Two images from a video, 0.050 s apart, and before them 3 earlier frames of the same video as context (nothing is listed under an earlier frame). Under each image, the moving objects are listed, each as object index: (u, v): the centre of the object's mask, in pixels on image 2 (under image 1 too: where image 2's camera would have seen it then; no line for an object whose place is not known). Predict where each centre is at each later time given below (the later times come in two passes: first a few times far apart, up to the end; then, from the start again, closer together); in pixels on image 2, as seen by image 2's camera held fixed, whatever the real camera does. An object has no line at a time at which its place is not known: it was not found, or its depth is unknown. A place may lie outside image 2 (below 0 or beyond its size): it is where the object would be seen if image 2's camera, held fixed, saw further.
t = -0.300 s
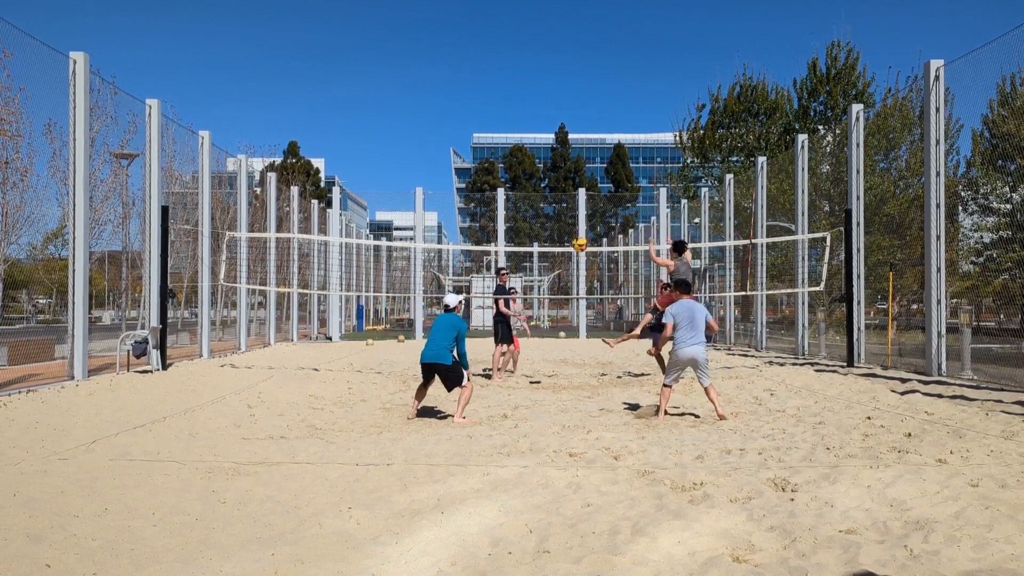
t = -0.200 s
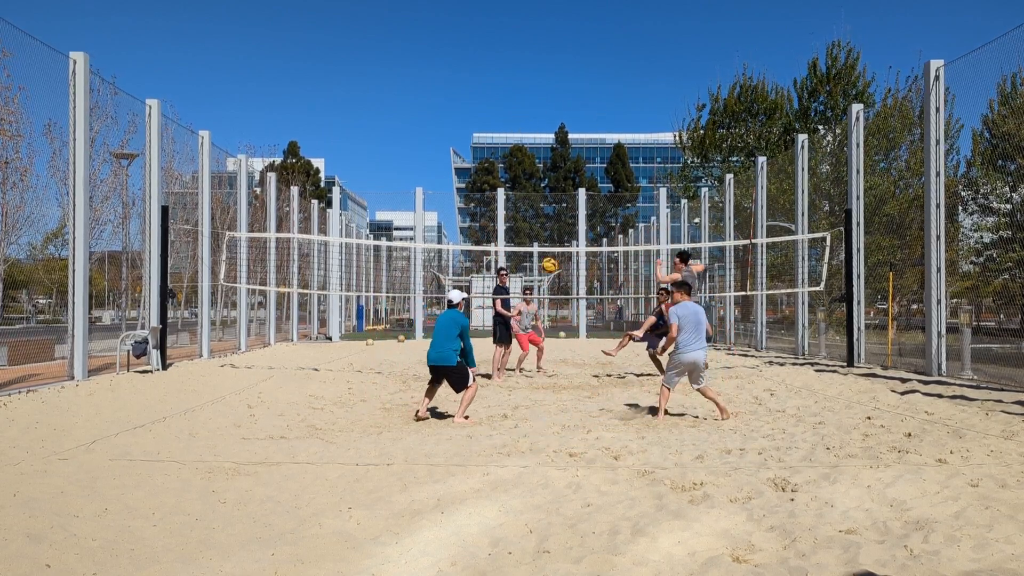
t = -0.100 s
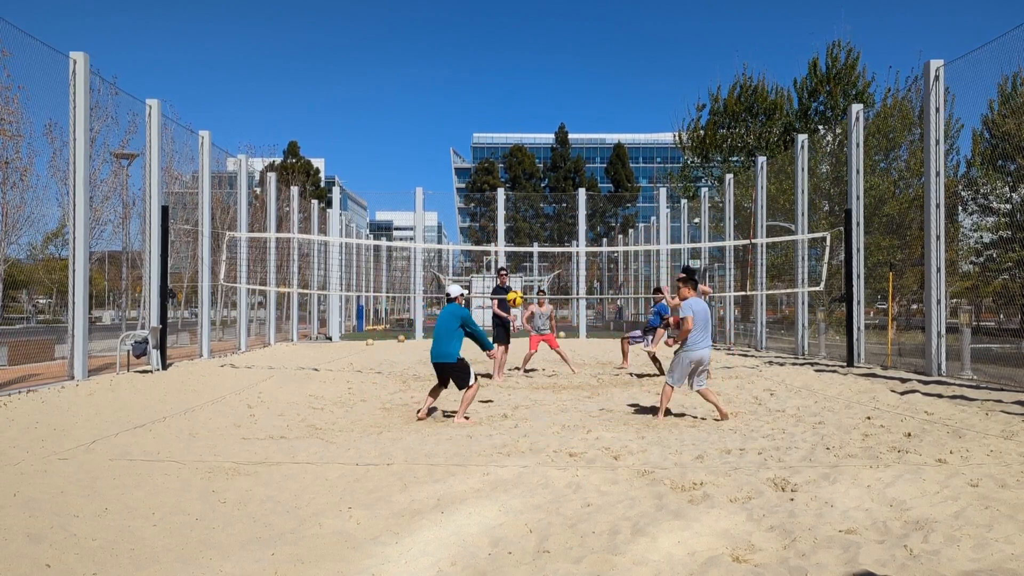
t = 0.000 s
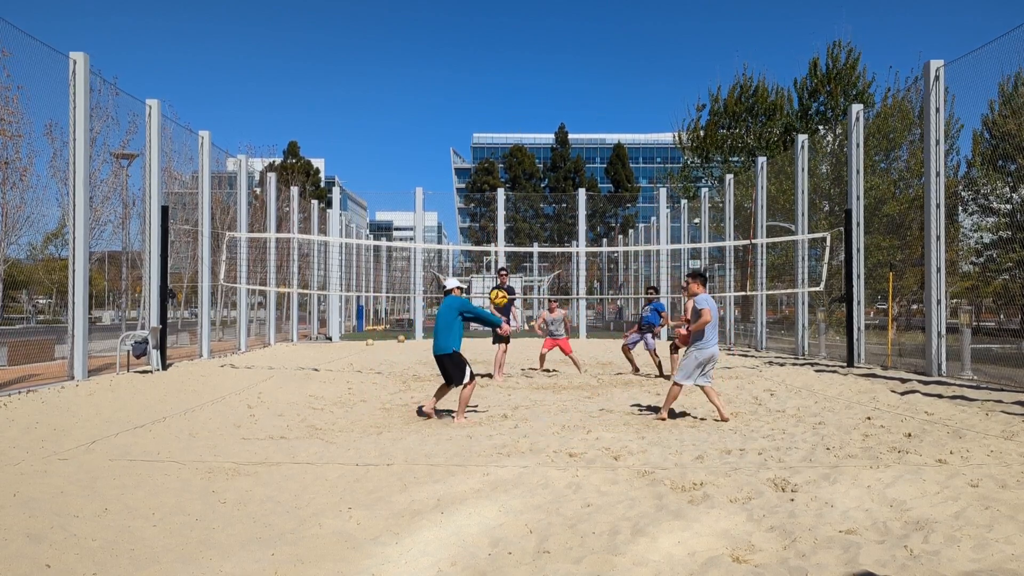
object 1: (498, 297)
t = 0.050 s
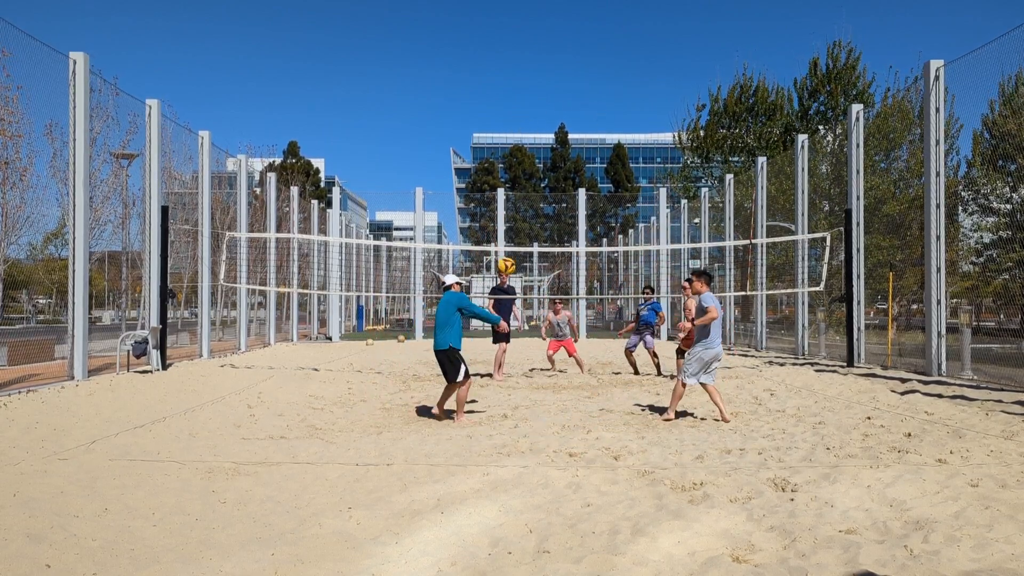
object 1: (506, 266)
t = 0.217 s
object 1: (531, 182)
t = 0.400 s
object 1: (556, 121)
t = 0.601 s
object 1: (583, 88)
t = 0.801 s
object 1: (608, 86)
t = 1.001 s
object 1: (632, 113)
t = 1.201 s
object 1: (655, 166)
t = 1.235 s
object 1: (658, 177)
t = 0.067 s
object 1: (509, 256)
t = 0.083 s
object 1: (511, 247)
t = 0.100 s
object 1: (514, 237)
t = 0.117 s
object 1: (516, 229)
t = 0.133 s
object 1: (519, 220)
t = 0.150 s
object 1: (521, 212)
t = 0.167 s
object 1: (523, 204)
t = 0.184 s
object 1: (526, 196)
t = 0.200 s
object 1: (528, 189)
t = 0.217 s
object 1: (531, 182)
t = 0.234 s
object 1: (533, 175)
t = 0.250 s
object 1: (536, 168)
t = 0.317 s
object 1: (545, 144)
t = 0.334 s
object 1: (547, 139)
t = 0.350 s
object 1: (549, 134)
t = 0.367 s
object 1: (552, 129)
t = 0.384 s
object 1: (554, 125)
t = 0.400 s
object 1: (556, 121)
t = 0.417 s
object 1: (559, 117)
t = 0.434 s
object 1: (561, 113)
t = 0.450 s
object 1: (563, 109)
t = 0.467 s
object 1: (565, 106)
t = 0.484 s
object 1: (568, 103)
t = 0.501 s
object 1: (570, 100)
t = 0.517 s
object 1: (572, 97)
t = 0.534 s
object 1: (574, 95)
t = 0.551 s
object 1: (576, 93)
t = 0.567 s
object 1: (578, 91)
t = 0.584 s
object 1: (580, 89)
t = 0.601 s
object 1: (583, 88)
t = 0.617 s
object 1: (585, 86)
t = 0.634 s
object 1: (587, 85)
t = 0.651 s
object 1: (589, 84)
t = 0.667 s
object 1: (591, 84)
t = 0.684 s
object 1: (593, 83)
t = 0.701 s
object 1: (595, 83)
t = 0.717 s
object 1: (597, 83)
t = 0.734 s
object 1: (600, 83)
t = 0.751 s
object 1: (602, 84)
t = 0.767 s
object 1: (604, 85)
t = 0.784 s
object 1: (606, 85)
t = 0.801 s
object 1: (608, 86)
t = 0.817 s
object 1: (610, 87)
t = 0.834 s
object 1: (612, 89)
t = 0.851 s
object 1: (614, 90)
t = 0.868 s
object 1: (616, 93)
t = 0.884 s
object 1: (618, 94)
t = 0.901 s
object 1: (620, 97)
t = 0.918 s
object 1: (622, 99)
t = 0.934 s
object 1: (624, 102)
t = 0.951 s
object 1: (626, 104)
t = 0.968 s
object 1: (628, 107)
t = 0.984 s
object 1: (630, 110)
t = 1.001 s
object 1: (632, 113)
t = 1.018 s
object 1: (634, 117)
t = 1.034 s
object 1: (636, 120)
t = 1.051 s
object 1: (638, 124)
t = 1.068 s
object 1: (639, 128)
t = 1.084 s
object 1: (641, 132)
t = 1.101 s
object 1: (643, 137)
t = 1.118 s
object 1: (645, 141)
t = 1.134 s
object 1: (647, 146)
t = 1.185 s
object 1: (653, 160)
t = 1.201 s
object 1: (655, 166)
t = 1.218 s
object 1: (656, 171)
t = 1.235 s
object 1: (658, 177)
